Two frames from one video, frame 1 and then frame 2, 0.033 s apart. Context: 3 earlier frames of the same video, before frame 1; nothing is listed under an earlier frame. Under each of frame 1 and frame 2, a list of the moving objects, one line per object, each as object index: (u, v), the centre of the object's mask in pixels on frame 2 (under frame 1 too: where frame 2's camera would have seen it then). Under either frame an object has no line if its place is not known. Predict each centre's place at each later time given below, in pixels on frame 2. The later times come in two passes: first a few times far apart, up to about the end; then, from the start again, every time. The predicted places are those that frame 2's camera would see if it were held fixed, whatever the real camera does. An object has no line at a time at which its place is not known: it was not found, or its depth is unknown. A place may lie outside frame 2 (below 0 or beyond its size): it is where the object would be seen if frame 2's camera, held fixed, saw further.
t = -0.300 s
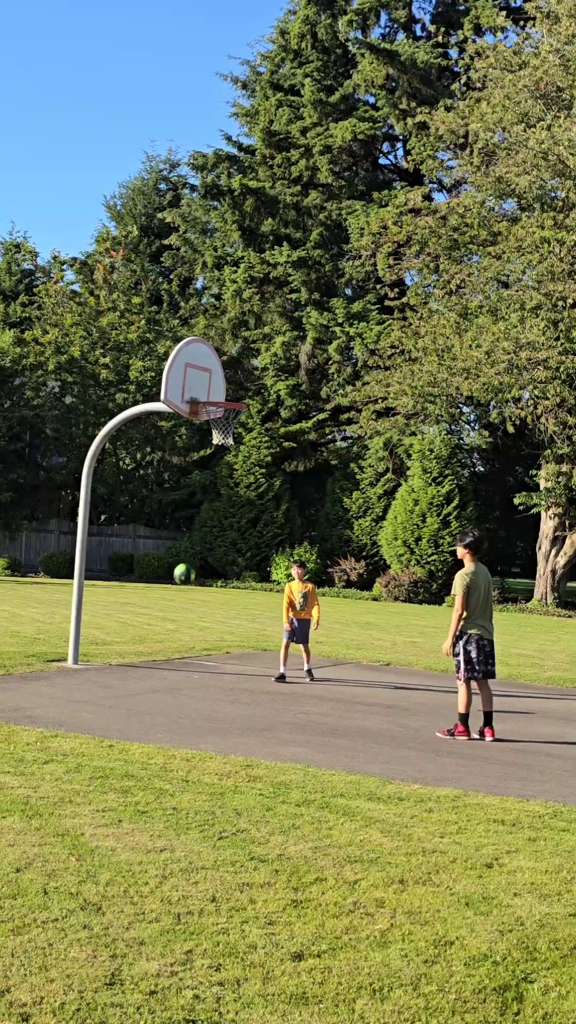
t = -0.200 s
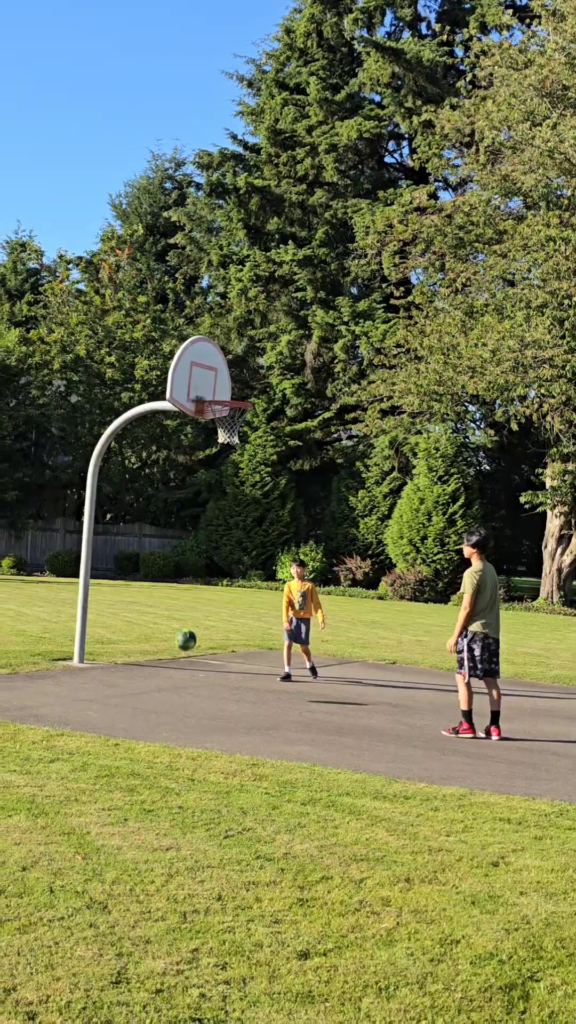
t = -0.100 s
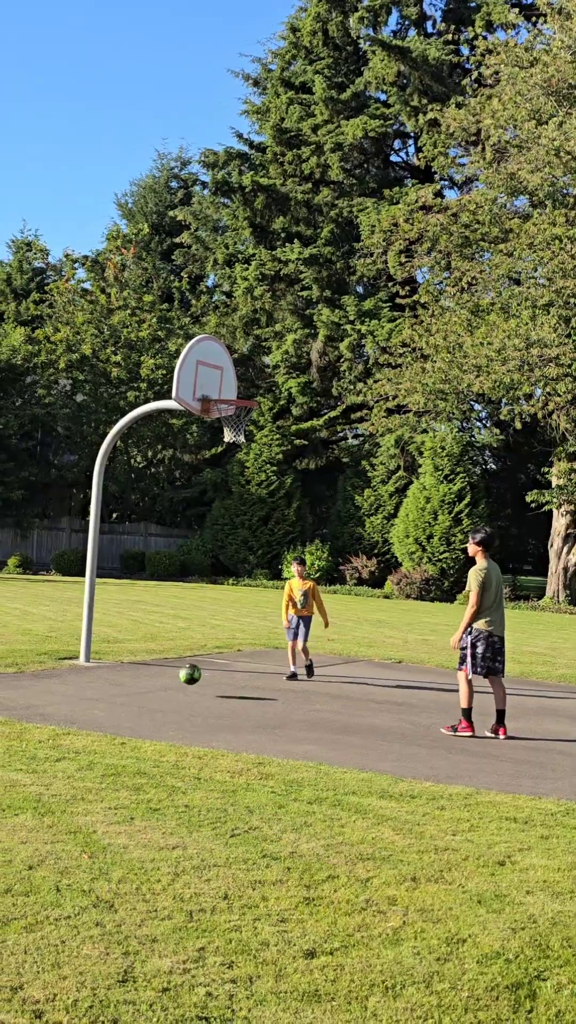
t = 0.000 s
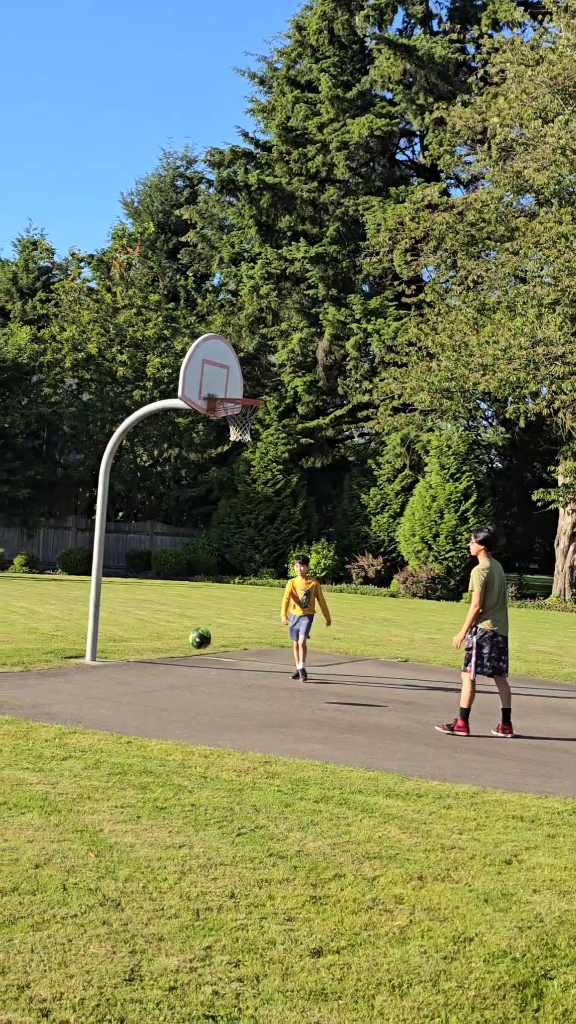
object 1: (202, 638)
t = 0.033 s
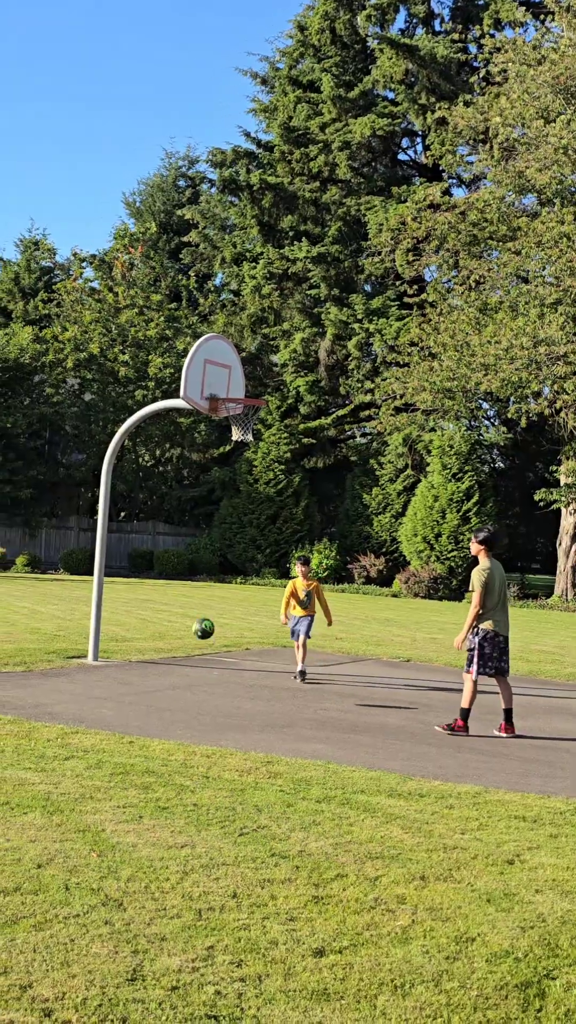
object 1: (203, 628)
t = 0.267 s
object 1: (210, 592)
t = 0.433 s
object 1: (213, 600)
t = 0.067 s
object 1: (204, 620)
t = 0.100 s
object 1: (205, 613)
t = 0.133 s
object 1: (206, 607)
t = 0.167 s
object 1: (207, 601)
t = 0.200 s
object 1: (208, 597)
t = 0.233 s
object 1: (209, 594)
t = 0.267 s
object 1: (210, 592)
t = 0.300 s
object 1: (211, 591)
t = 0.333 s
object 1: (211, 591)
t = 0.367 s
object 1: (212, 593)
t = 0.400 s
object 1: (213, 596)
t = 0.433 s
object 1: (213, 600)
